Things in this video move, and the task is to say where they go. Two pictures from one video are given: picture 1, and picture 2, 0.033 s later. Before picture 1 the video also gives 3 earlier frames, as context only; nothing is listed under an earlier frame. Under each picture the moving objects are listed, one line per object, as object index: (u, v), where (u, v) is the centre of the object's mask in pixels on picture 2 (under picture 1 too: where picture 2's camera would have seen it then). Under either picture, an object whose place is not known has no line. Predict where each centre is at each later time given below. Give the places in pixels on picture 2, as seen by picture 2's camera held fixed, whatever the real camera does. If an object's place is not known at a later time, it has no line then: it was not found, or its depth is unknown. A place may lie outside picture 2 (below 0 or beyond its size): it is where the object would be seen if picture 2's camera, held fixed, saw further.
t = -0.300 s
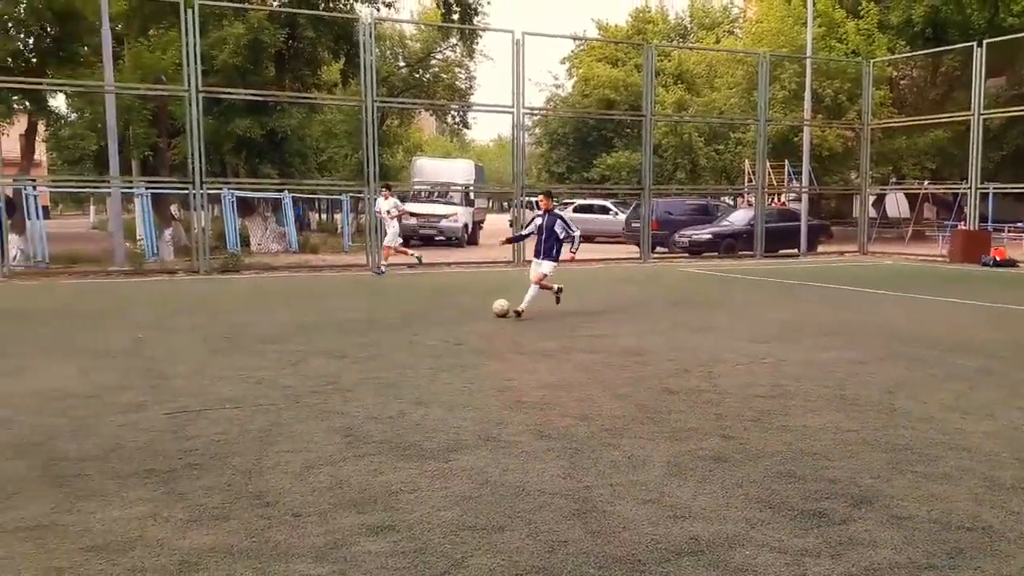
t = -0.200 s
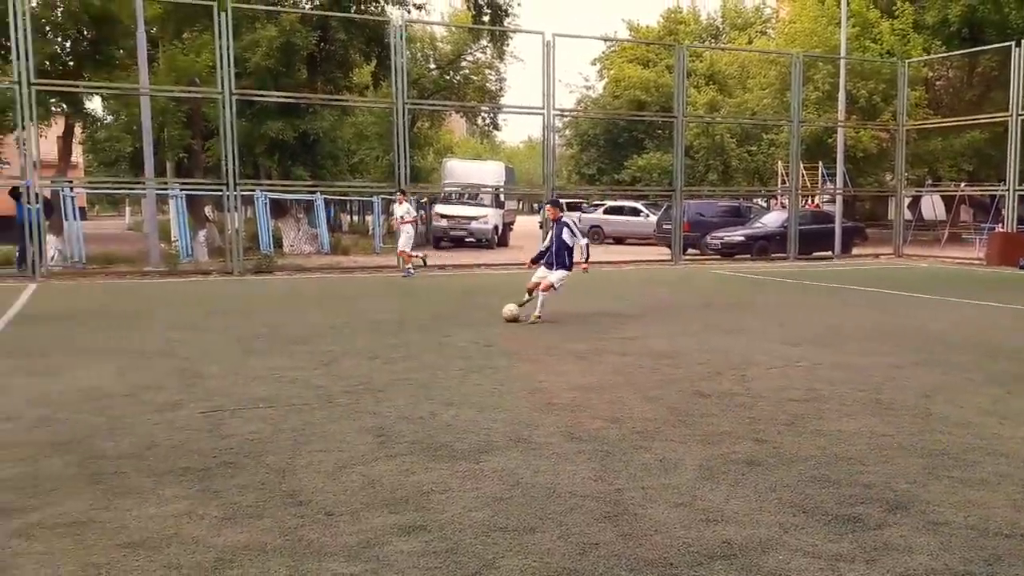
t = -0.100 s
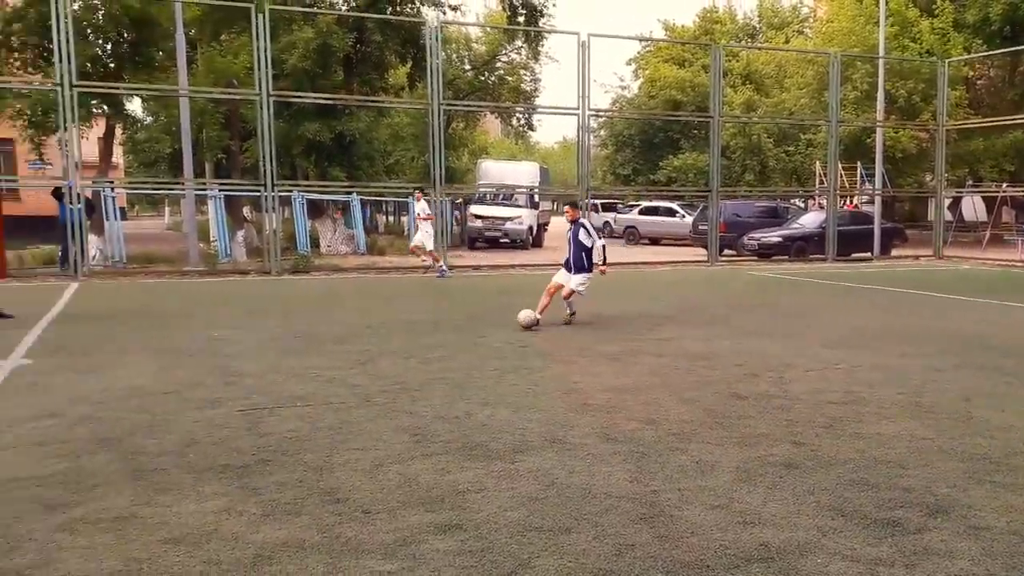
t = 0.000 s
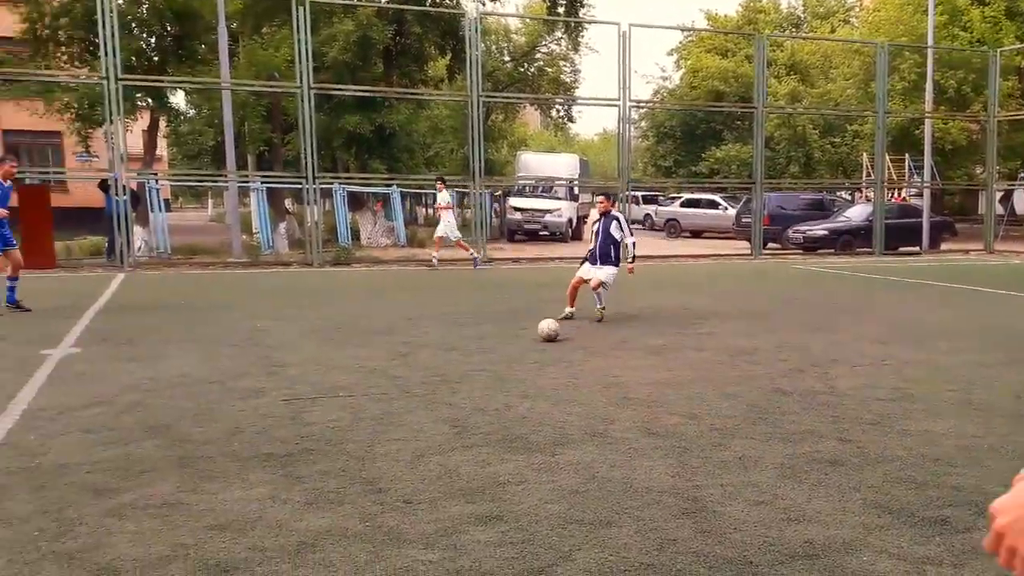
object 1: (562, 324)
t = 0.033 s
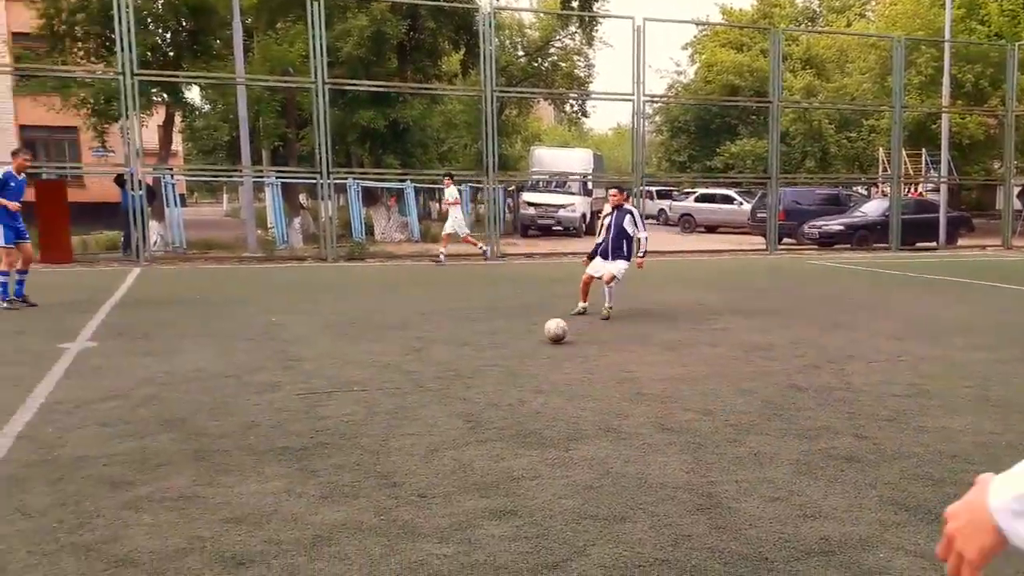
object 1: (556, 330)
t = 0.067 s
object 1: (550, 334)
